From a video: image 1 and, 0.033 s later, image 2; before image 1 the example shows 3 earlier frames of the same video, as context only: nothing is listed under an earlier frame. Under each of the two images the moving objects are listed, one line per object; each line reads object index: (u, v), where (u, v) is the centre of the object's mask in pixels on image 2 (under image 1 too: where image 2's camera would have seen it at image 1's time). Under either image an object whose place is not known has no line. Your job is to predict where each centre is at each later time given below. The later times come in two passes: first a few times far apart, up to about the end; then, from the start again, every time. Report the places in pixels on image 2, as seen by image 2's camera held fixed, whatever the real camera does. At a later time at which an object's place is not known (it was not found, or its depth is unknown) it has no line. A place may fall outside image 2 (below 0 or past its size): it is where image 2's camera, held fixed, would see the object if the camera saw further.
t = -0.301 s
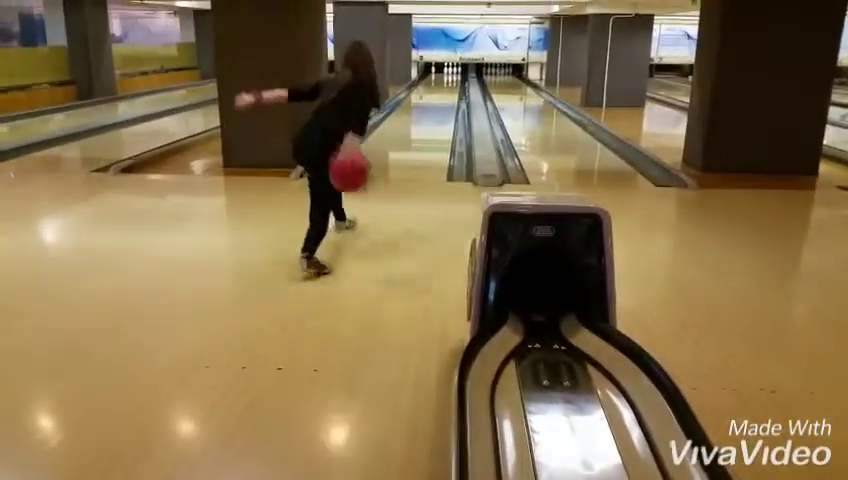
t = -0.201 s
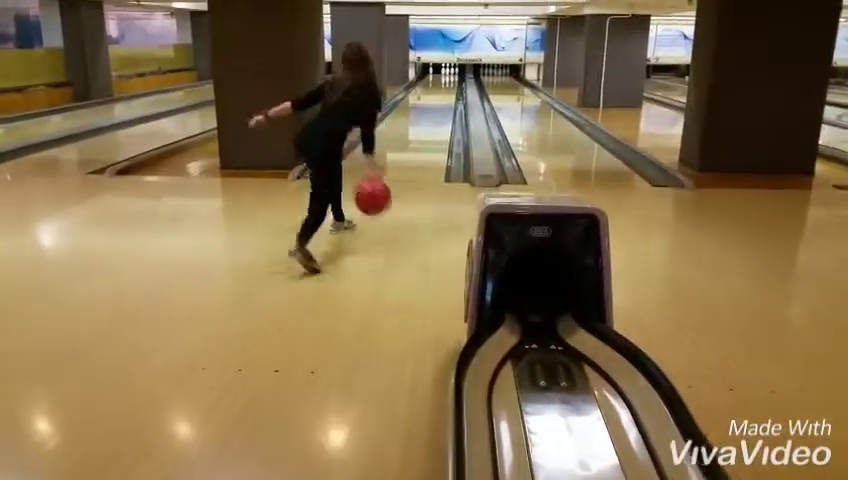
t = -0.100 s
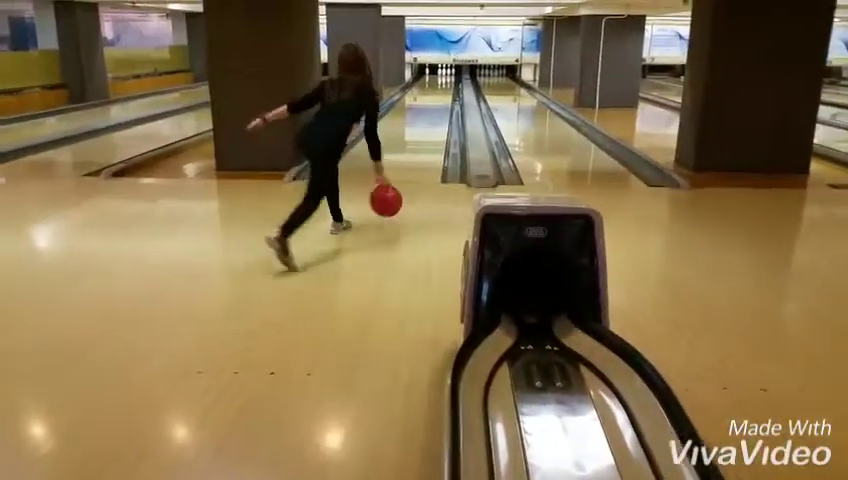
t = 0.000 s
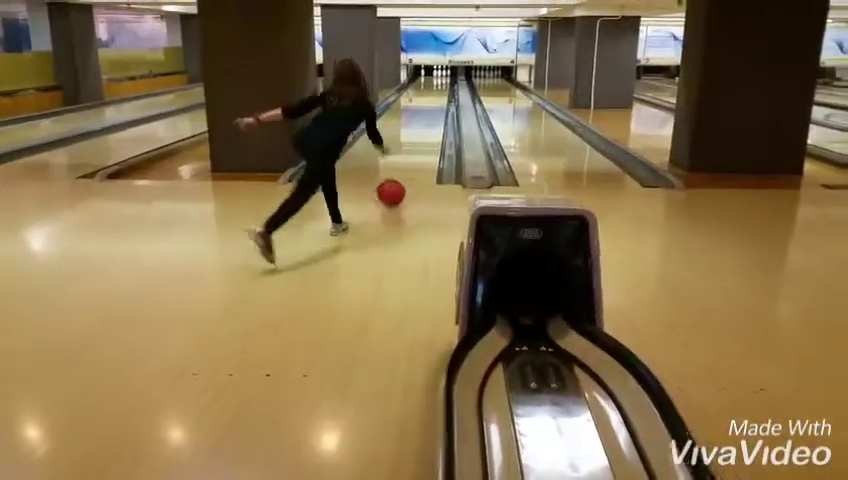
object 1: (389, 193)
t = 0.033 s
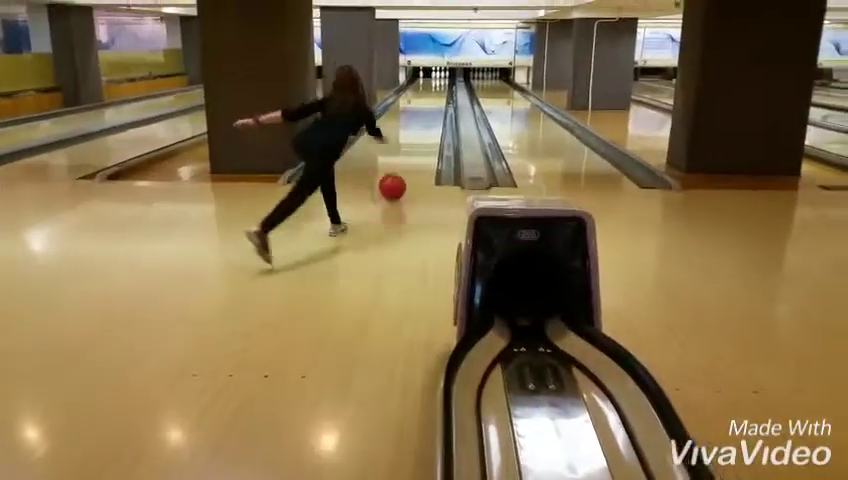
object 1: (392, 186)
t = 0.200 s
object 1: (402, 167)
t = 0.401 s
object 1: (411, 148)
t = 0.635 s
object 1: (419, 132)
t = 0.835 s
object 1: (423, 123)
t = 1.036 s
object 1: (426, 115)
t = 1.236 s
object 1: (429, 109)
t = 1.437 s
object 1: (431, 104)
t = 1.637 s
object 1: (433, 99)
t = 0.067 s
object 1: (394, 182)
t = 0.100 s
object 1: (396, 179)
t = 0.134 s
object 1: (398, 175)
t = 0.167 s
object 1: (400, 171)
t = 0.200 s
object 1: (402, 167)
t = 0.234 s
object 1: (404, 163)
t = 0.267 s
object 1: (406, 160)
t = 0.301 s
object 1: (407, 157)
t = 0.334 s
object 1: (409, 153)
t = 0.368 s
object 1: (410, 151)
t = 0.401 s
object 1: (411, 148)
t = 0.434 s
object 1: (412, 145)
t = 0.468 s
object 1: (413, 143)
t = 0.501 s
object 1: (415, 141)
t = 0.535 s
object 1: (416, 138)
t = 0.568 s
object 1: (417, 137)
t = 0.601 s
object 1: (418, 134)
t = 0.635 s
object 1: (419, 132)
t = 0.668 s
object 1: (419, 131)
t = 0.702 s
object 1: (420, 129)
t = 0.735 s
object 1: (421, 128)
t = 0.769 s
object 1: (421, 126)
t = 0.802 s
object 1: (422, 125)
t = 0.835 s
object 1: (423, 123)
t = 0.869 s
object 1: (423, 122)
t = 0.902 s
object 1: (424, 119)
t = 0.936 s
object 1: (425, 118)
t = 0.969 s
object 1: (426, 117)
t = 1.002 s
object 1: (426, 116)
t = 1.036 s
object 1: (426, 115)
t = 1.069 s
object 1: (426, 114)
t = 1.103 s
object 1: (427, 112)
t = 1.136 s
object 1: (428, 111)
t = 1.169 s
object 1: (428, 110)
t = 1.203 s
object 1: (429, 110)
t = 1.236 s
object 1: (429, 109)
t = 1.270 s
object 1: (430, 108)
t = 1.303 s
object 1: (430, 107)
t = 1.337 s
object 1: (431, 106)
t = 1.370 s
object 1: (431, 106)
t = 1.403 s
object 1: (431, 105)
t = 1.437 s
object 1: (431, 104)
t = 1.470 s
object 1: (432, 102)
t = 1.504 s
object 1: (432, 101)
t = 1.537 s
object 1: (433, 101)
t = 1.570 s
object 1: (433, 101)
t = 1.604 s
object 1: (433, 100)
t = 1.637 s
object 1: (433, 99)
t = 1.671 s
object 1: (434, 99)
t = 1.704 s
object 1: (434, 98)
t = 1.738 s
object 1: (434, 98)
